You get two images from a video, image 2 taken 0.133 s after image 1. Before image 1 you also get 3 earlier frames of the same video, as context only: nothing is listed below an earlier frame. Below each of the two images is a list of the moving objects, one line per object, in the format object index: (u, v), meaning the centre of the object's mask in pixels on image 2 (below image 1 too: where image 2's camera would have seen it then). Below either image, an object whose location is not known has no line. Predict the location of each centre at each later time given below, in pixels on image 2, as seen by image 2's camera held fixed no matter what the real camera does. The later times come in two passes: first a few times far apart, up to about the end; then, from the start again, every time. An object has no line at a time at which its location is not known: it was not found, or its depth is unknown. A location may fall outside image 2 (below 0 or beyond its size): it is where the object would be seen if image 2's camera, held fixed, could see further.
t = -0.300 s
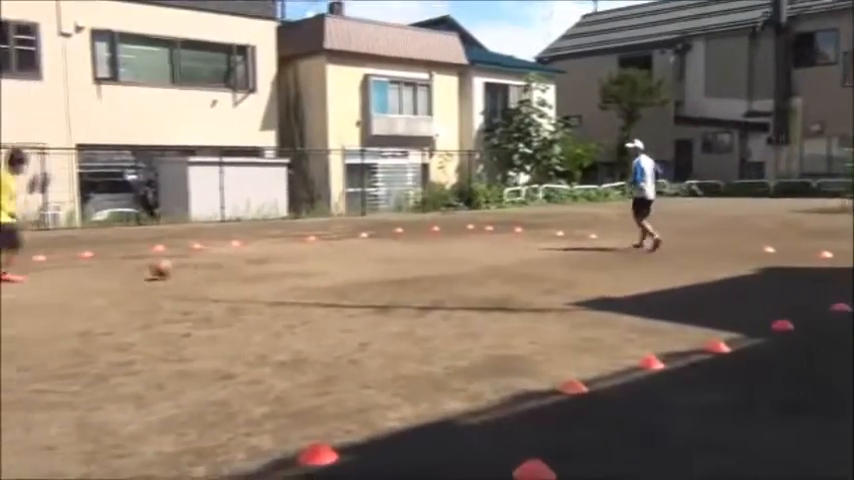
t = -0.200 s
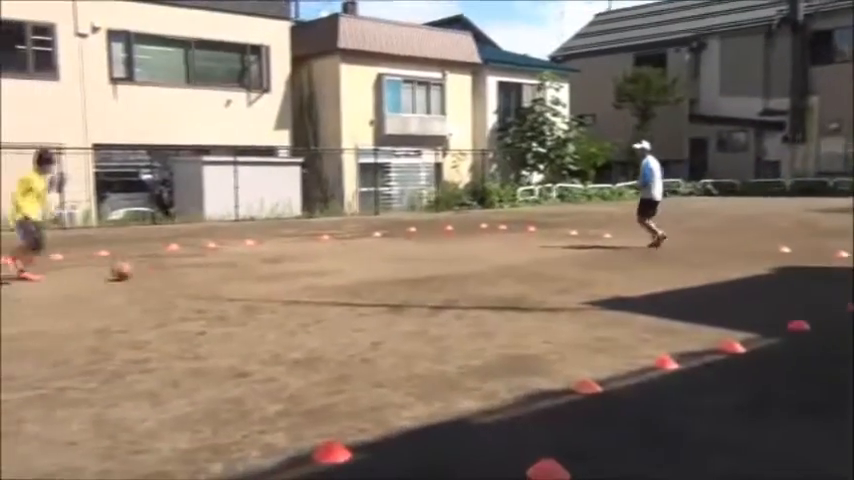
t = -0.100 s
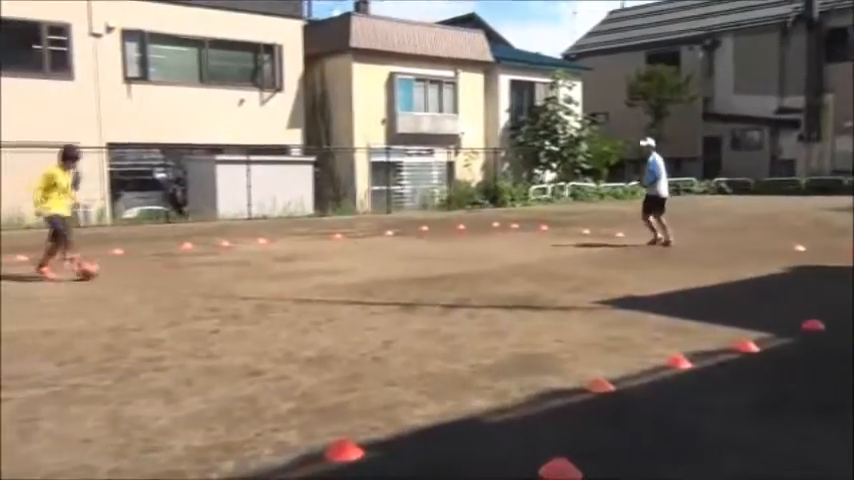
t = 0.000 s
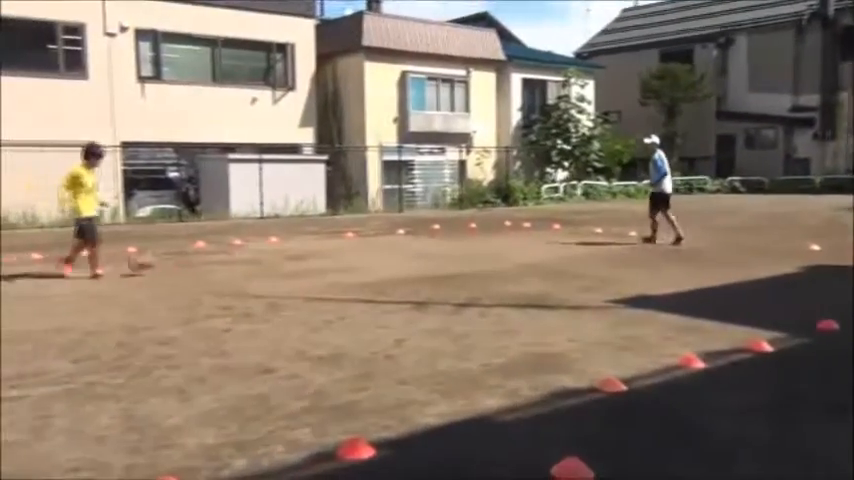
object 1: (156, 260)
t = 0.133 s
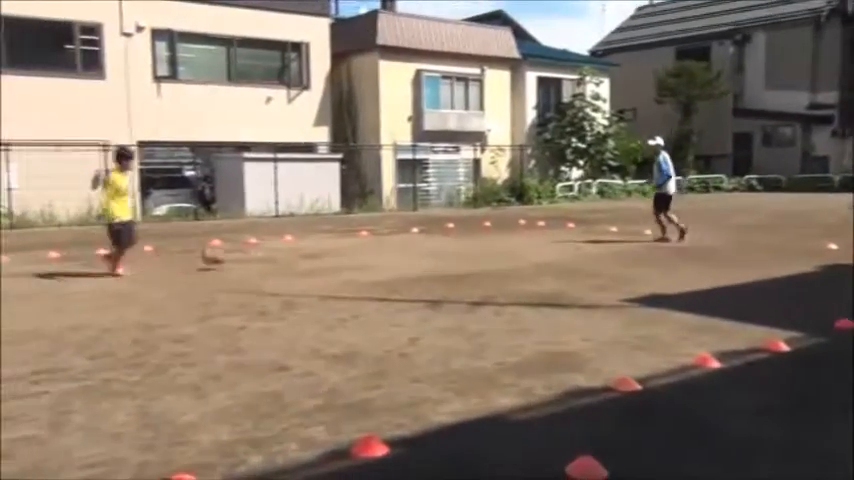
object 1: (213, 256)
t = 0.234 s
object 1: (249, 258)
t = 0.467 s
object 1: (314, 255)
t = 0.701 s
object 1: (369, 251)
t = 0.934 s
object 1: (419, 245)
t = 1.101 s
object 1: (453, 244)
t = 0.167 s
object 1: (226, 258)
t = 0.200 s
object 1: (240, 260)
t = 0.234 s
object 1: (249, 258)
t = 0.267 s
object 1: (257, 256)
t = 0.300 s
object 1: (269, 254)
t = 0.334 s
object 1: (280, 252)
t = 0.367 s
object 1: (287, 253)
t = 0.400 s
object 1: (297, 253)
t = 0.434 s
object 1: (306, 254)
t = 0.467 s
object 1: (314, 255)
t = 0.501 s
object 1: (322, 252)
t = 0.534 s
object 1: (331, 251)
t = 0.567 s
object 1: (338, 250)
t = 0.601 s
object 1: (346, 250)
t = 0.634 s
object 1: (354, 250)
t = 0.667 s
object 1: (361, 251)
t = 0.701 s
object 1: (369, 251)
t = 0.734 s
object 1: (376, 249)
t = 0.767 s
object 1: (384, 248)
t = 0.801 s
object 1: (391, 246)
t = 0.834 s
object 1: (399, 246)
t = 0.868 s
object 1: (406, 247)
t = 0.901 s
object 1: (412, 248)
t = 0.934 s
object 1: (419, 245)
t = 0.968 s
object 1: (426, 245)
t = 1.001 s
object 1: (432, 244)
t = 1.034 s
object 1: (439, 244)
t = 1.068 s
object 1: (447, 244)
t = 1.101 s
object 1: (453, 244)
